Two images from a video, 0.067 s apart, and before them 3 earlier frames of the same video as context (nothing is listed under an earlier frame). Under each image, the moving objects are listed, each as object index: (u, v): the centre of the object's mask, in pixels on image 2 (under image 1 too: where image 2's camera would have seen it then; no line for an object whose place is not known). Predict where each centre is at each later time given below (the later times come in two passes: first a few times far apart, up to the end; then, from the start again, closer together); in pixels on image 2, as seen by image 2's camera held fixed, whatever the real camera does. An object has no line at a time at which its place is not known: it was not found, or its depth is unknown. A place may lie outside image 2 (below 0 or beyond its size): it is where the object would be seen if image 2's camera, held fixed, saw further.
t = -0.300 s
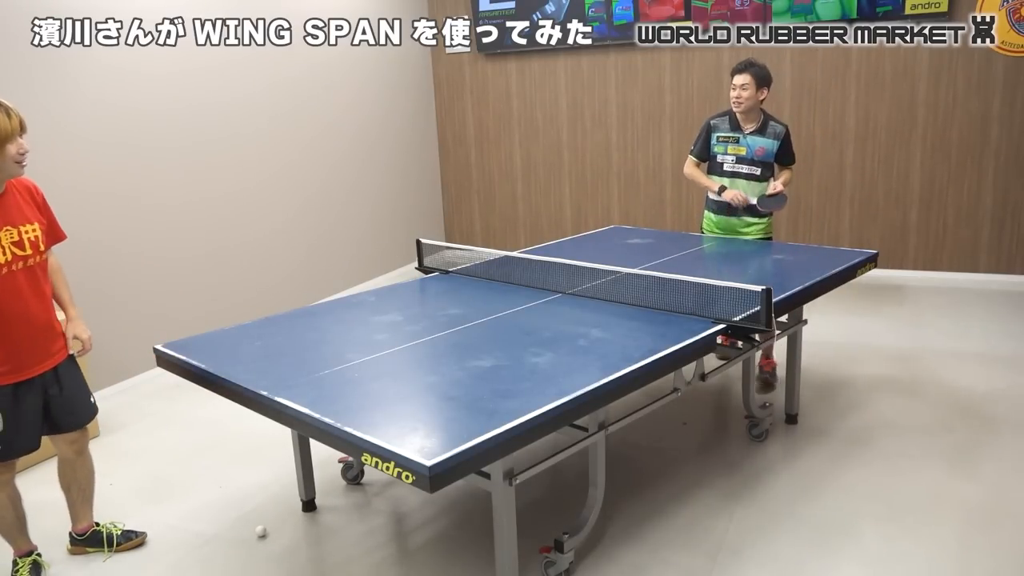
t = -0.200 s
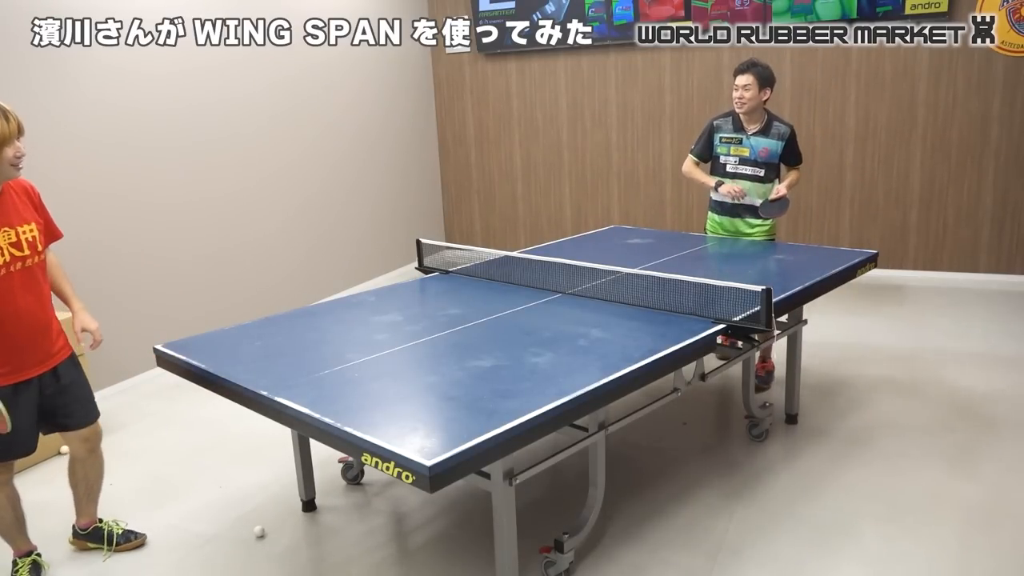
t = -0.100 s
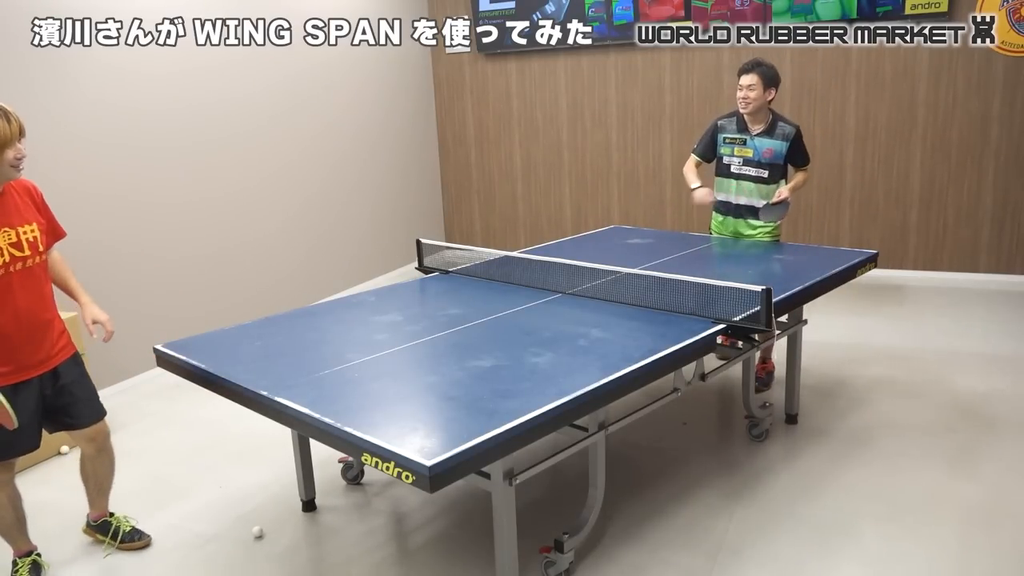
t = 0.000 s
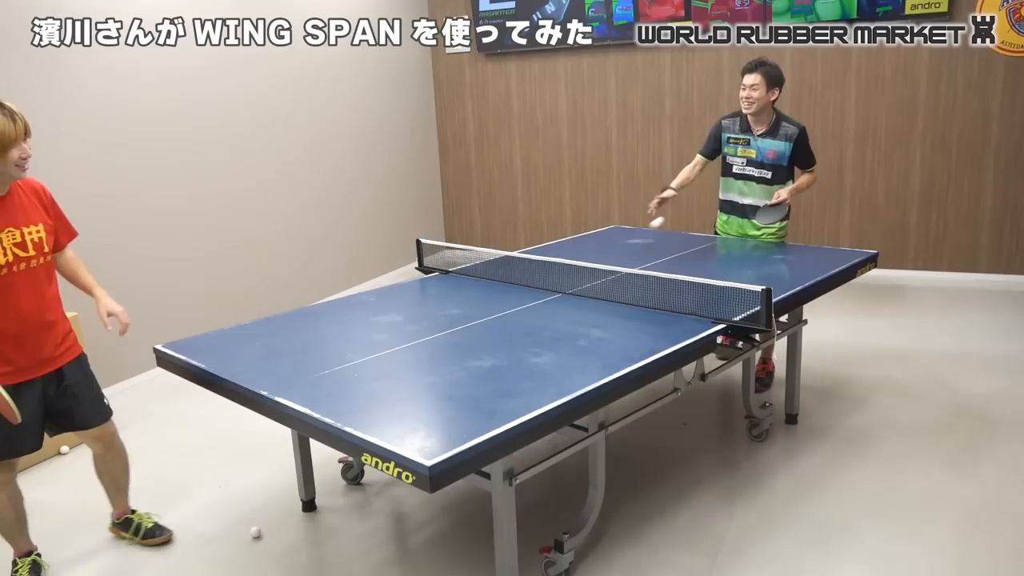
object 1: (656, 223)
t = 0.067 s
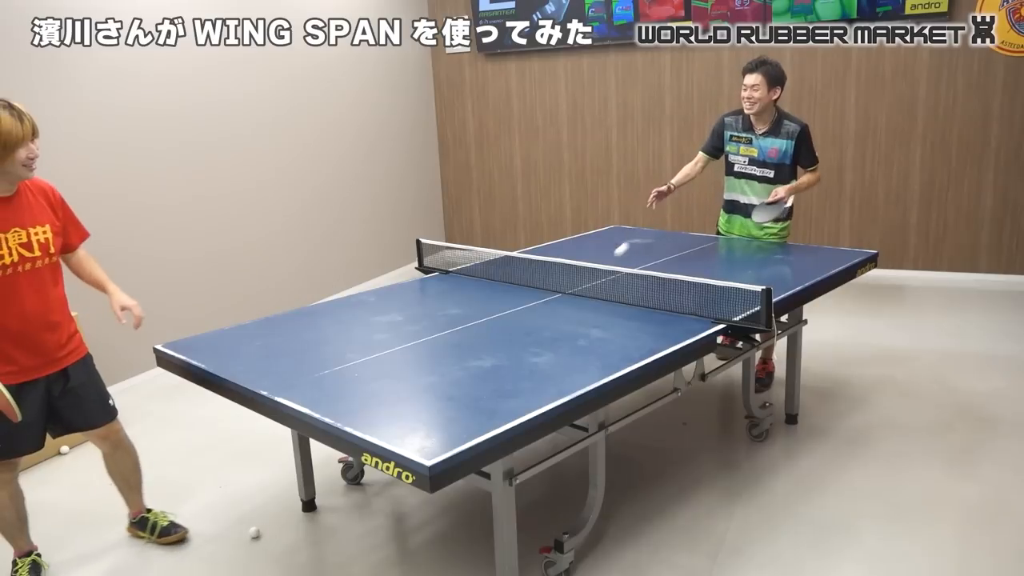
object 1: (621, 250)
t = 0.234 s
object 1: (546, 236)
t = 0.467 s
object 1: (446, 288)
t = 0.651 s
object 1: (375, 263)
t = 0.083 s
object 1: (612, 258)
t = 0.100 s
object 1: (604, 260)
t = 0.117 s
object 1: (597, 256)
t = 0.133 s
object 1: (590, 251)
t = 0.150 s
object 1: (583, 247)
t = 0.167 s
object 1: (575, 243)
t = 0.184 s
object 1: (568, 241)
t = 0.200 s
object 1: (561, 238)
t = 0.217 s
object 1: (553, 236)
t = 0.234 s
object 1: (546, 236)
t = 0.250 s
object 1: (539, 235)
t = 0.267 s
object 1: (532, 236)
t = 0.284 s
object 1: (524, 237)
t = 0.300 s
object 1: (517, 238)
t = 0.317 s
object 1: (510, 242)
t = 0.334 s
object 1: (503, 243)
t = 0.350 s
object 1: (496, 245)
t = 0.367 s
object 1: (489, 247)
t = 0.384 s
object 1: (481, 254)
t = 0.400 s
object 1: (474, 259)
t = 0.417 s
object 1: (466, 266)
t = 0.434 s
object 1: (460, 273)
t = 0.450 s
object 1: (453, 280)
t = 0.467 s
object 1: (446, 288)
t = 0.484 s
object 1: (439, 291)
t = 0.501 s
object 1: (432, 285)
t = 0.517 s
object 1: (426, 281)
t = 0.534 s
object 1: (419, 276)
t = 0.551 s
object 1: (414, 272)
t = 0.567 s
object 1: (407, 268)
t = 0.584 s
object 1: (401, 266)
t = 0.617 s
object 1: (388, 264)
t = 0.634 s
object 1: (382, 264)
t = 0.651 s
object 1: (375, 263)
